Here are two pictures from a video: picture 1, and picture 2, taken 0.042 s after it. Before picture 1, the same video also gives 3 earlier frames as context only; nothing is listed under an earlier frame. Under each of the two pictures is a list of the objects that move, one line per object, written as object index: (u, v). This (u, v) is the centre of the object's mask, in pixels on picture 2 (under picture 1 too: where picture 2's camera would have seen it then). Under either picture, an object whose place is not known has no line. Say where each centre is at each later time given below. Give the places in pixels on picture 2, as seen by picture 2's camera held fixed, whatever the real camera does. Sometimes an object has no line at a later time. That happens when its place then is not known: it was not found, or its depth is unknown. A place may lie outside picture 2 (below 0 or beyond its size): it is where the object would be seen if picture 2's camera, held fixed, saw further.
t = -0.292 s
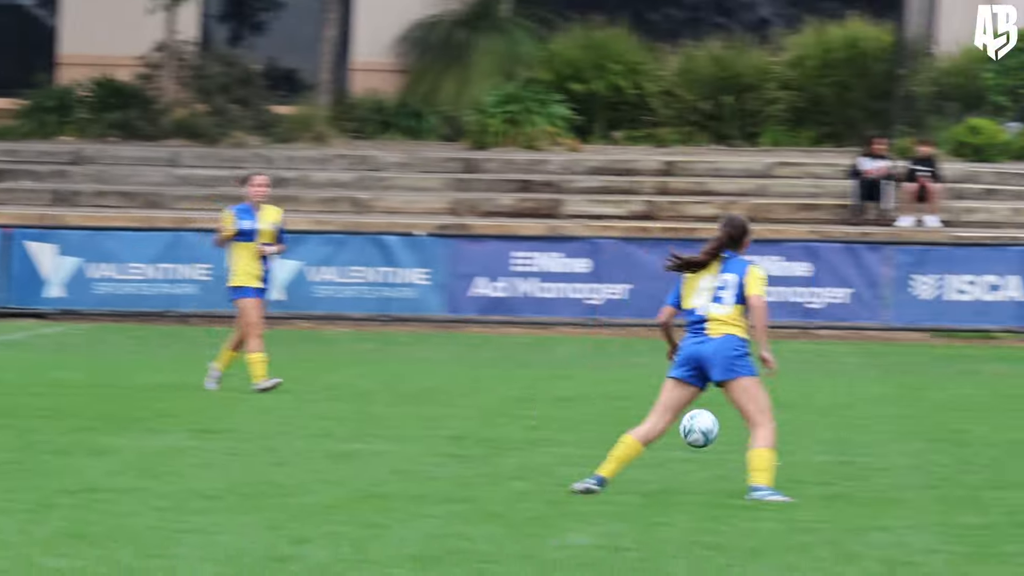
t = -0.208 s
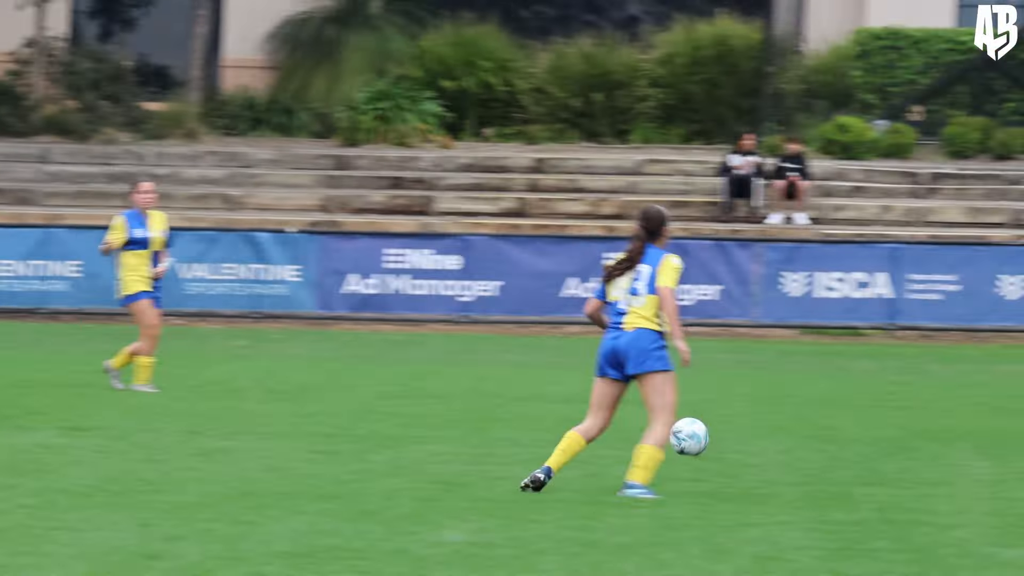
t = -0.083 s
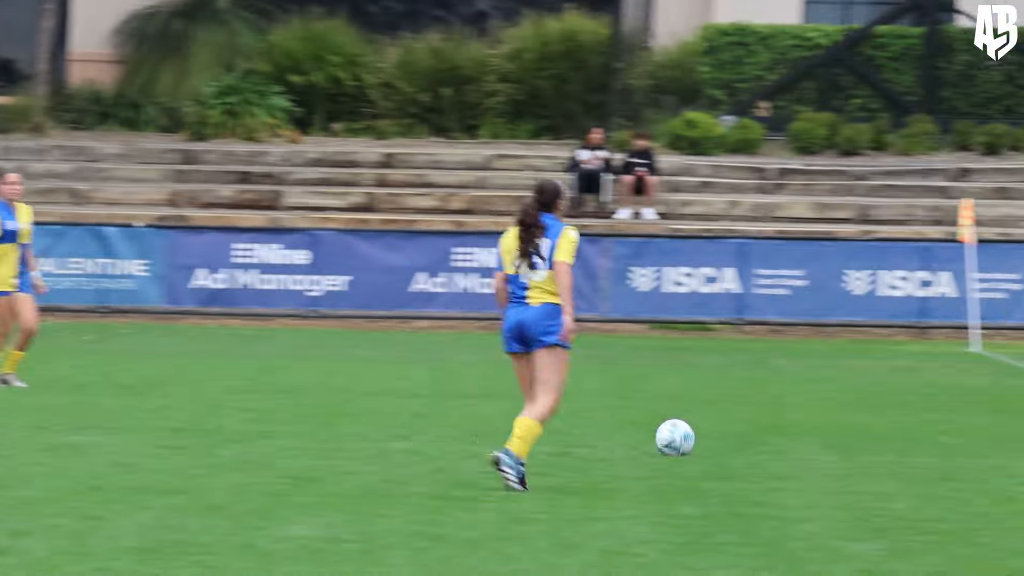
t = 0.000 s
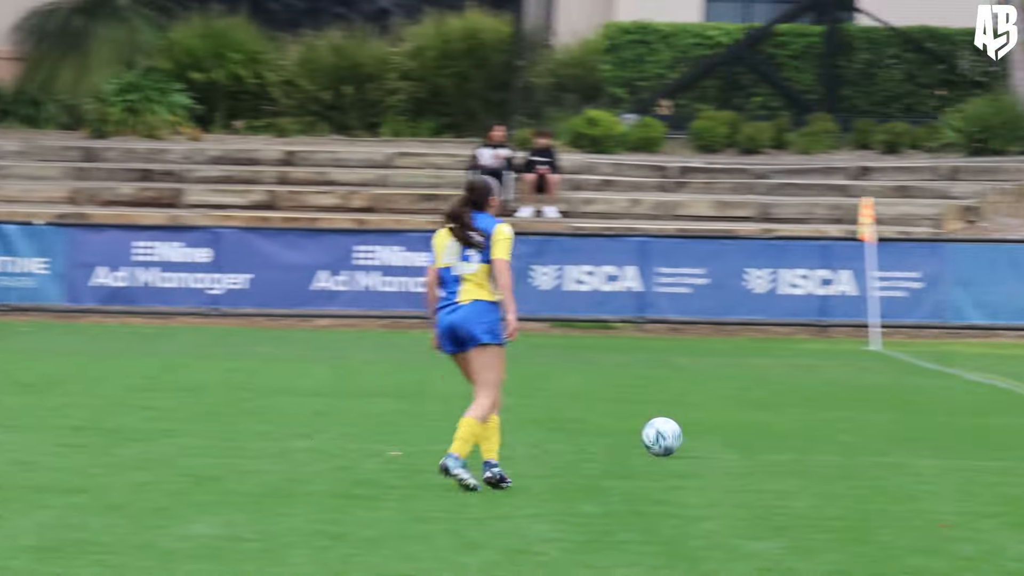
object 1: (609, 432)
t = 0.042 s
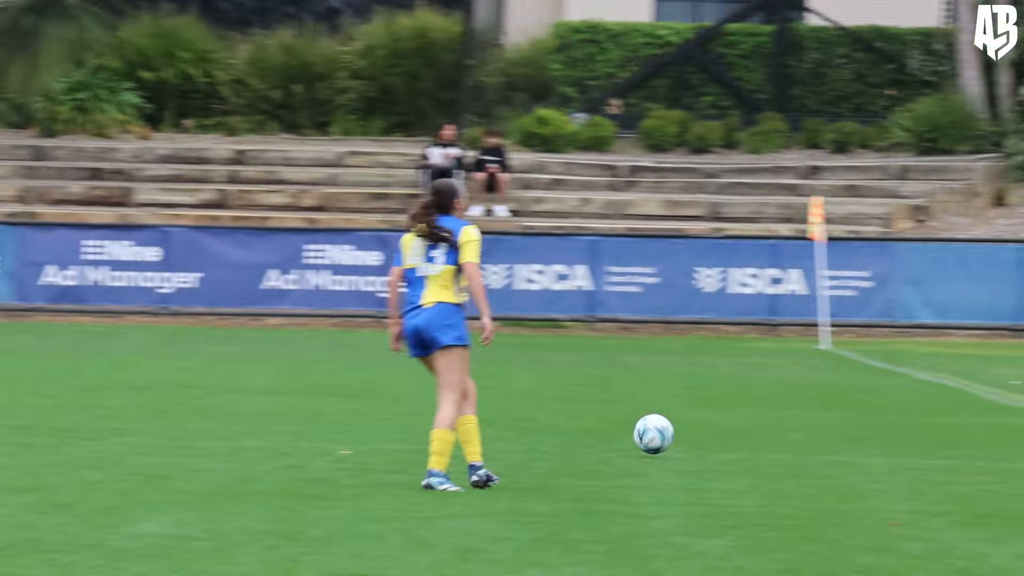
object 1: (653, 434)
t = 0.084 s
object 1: (699, 440)
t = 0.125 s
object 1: (740, 448)
